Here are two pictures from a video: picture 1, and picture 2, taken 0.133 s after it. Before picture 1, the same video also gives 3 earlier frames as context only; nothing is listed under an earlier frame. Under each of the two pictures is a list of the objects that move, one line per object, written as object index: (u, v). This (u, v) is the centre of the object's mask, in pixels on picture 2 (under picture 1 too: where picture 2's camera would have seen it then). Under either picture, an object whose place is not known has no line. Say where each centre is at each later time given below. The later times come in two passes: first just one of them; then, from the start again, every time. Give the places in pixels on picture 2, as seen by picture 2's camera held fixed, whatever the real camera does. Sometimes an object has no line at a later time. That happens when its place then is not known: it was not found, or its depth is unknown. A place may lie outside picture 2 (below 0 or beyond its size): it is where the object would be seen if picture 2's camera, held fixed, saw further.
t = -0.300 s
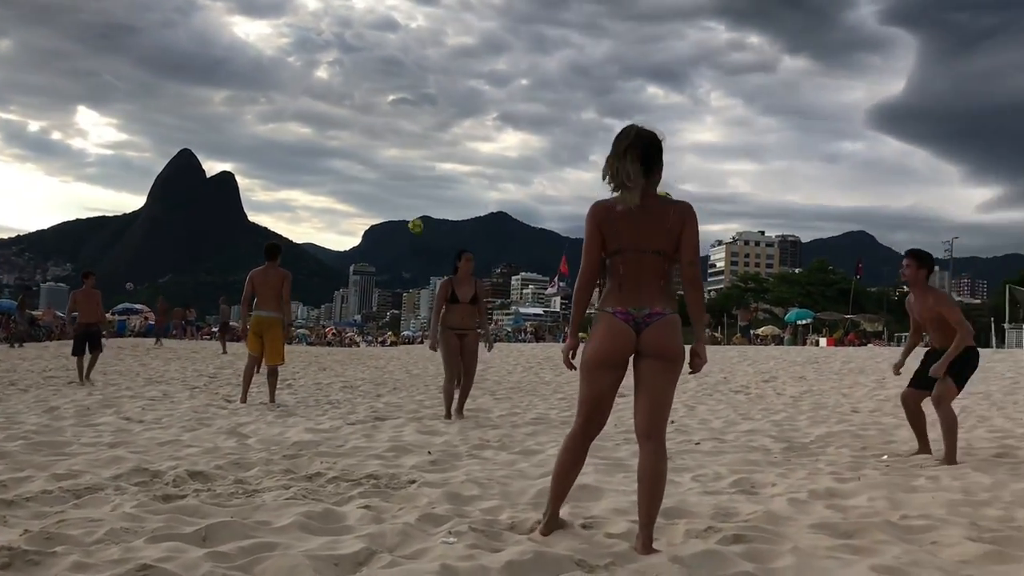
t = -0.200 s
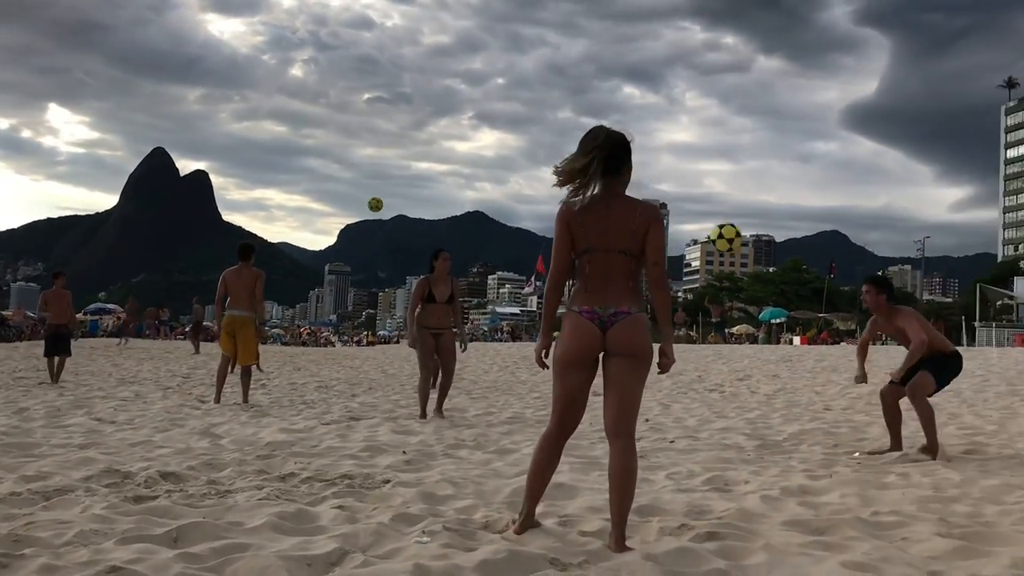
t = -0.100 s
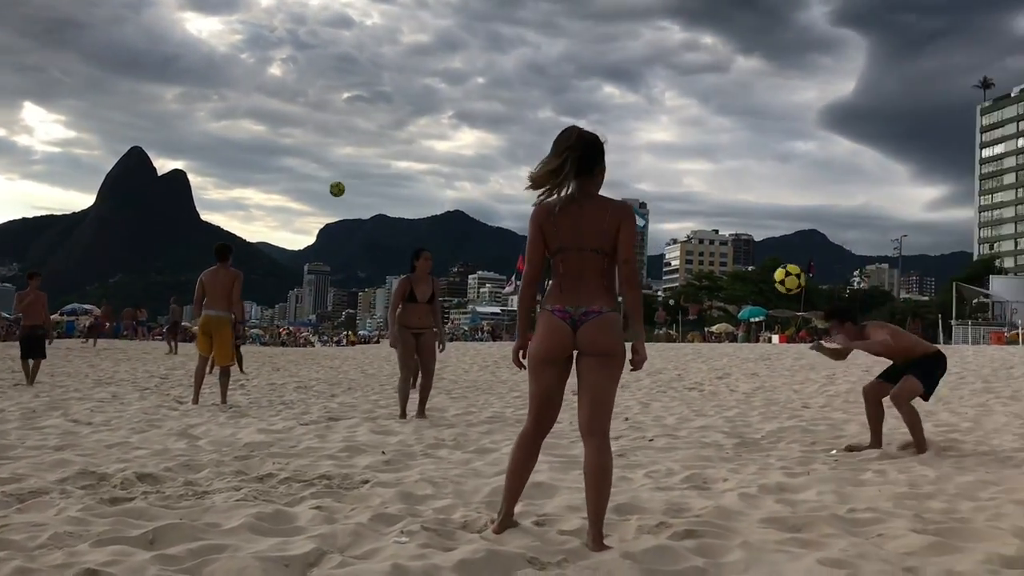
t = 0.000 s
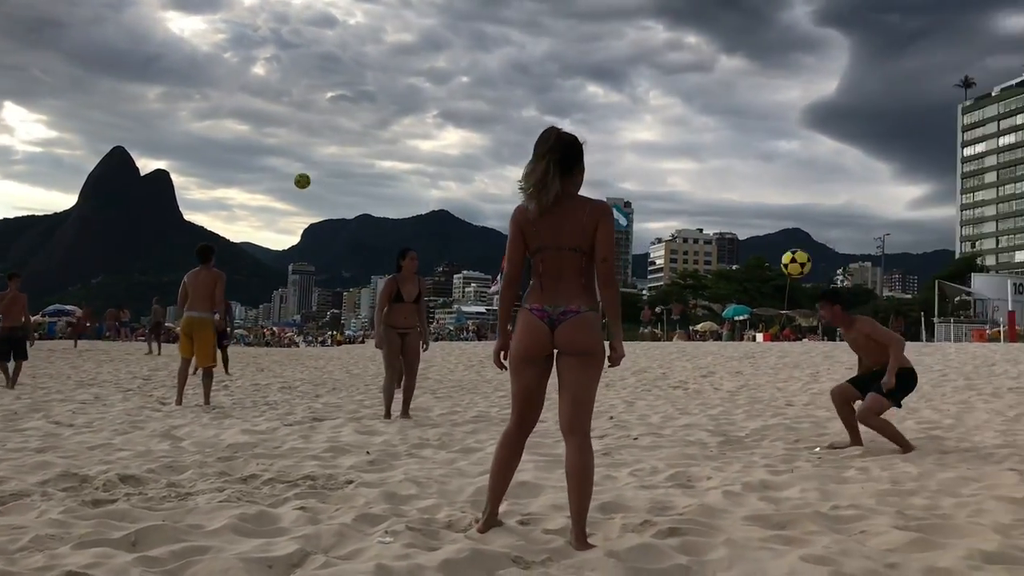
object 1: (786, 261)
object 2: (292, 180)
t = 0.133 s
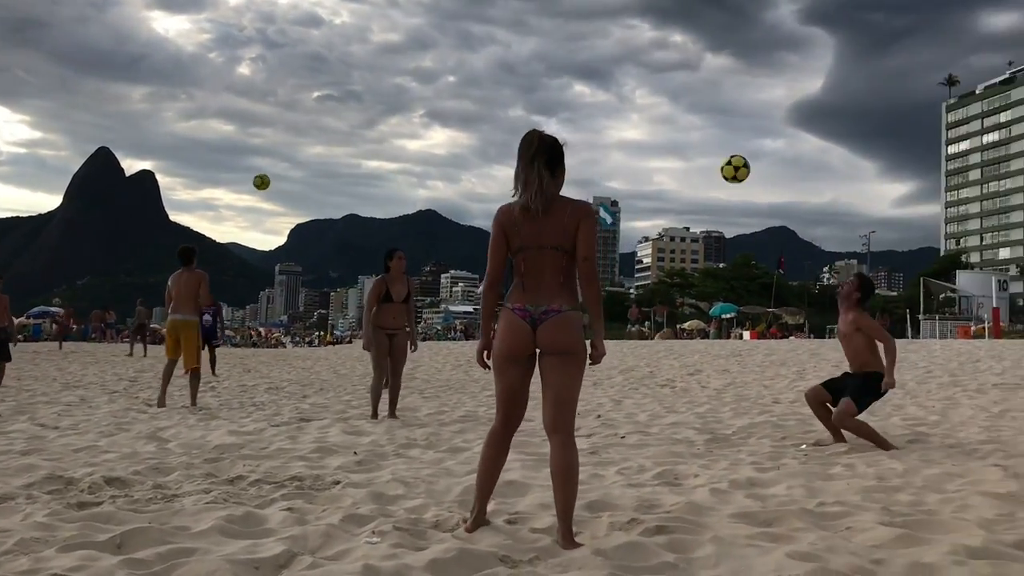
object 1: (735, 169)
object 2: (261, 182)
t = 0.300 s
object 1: (675, 88)
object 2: (221, 204)
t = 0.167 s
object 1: (723, 150)
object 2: (254, 184)
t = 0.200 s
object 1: (711, 132)
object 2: (246, 187)
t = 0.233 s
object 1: (698, 116)
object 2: (237, 192)
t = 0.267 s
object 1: (687, 101)
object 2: (229, 197)
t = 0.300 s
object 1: (675, 88)
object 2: (221, 204)
